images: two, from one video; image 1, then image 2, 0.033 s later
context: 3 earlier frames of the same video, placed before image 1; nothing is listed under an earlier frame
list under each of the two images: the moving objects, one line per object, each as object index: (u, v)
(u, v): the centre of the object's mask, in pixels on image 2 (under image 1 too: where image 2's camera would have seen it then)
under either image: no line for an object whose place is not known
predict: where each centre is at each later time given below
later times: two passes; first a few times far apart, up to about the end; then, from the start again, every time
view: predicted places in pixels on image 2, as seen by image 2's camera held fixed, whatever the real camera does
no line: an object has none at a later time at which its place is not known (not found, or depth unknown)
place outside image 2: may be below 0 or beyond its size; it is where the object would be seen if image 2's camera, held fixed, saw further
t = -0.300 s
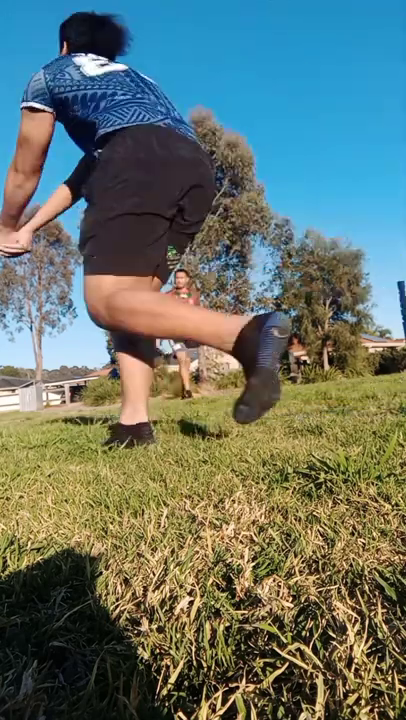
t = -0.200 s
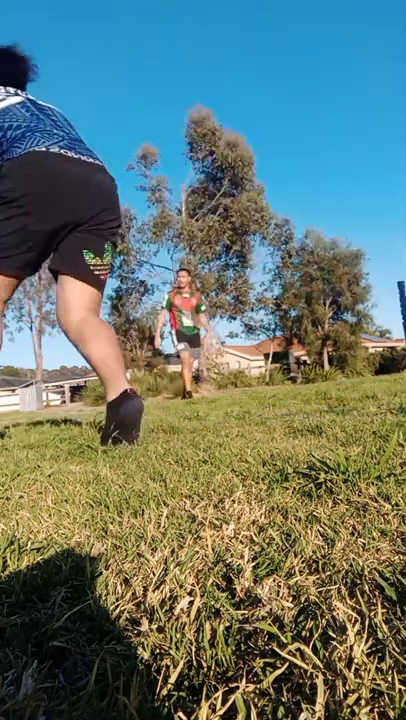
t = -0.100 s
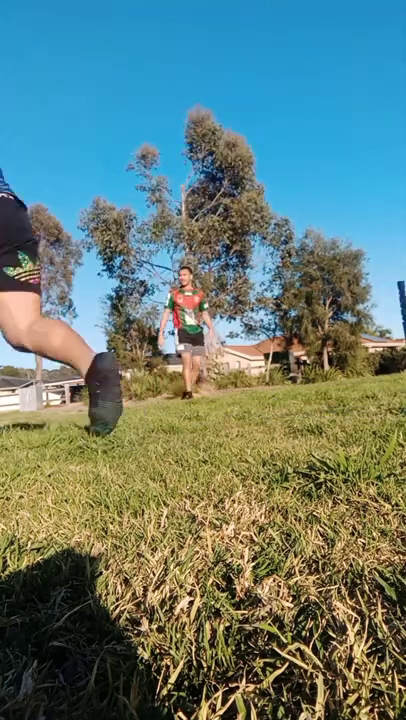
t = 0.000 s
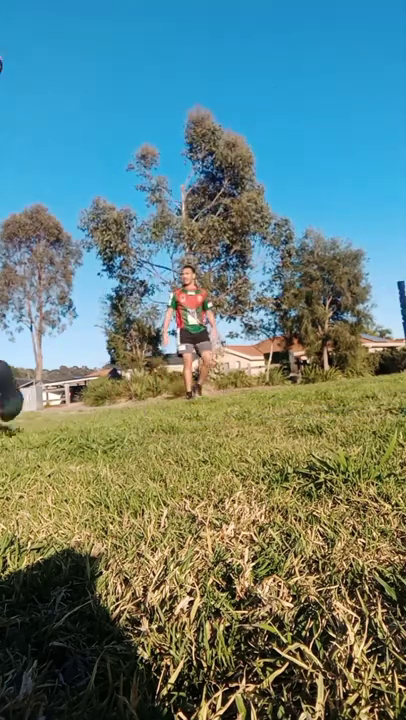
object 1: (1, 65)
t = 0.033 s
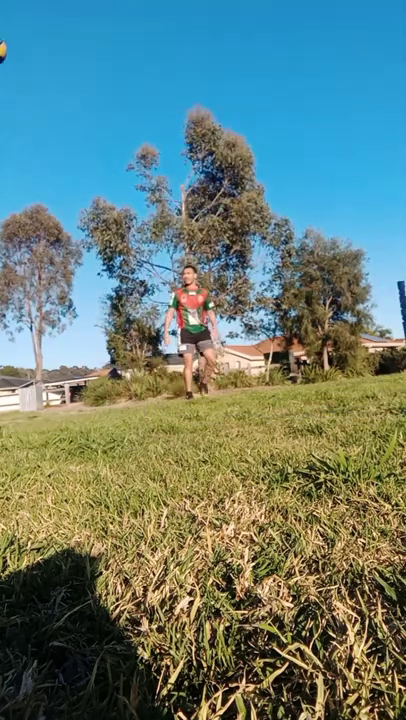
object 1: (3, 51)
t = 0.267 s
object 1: (18, 14)
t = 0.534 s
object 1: (46, 49)
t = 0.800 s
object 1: (71, 127)
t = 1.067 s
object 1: (92, 231)
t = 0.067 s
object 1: (4, 39)
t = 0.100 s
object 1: (6, 31)
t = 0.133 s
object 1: (8, 24)
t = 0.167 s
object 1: (9, 20)
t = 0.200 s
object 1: (11, 16)
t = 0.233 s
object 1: (15, 14)
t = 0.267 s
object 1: (18, 14)
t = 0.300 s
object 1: (22, 15)
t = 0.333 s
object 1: (25, 18)
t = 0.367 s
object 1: (29, 21)
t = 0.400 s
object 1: (33, 25)
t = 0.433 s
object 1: (36, 30)
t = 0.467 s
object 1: (39, 36)
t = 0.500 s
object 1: (43, 42)
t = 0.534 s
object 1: (46, 49)
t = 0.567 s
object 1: (49, 57)
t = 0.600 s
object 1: (52, 66)
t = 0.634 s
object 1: (55, 75)
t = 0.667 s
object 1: (58, 84)
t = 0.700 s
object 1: (61, 94)
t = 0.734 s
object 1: (65, 105)
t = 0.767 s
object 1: (67, 116)
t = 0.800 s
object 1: (71, 127)
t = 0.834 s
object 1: (73, 139)
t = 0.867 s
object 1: (76, 152)
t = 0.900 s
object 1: (79, 164)
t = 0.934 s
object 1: (82, 177)
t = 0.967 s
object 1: (85, 190)
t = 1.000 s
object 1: (88, 204)
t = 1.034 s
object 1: (90, 216)
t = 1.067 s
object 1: (92, 231)
